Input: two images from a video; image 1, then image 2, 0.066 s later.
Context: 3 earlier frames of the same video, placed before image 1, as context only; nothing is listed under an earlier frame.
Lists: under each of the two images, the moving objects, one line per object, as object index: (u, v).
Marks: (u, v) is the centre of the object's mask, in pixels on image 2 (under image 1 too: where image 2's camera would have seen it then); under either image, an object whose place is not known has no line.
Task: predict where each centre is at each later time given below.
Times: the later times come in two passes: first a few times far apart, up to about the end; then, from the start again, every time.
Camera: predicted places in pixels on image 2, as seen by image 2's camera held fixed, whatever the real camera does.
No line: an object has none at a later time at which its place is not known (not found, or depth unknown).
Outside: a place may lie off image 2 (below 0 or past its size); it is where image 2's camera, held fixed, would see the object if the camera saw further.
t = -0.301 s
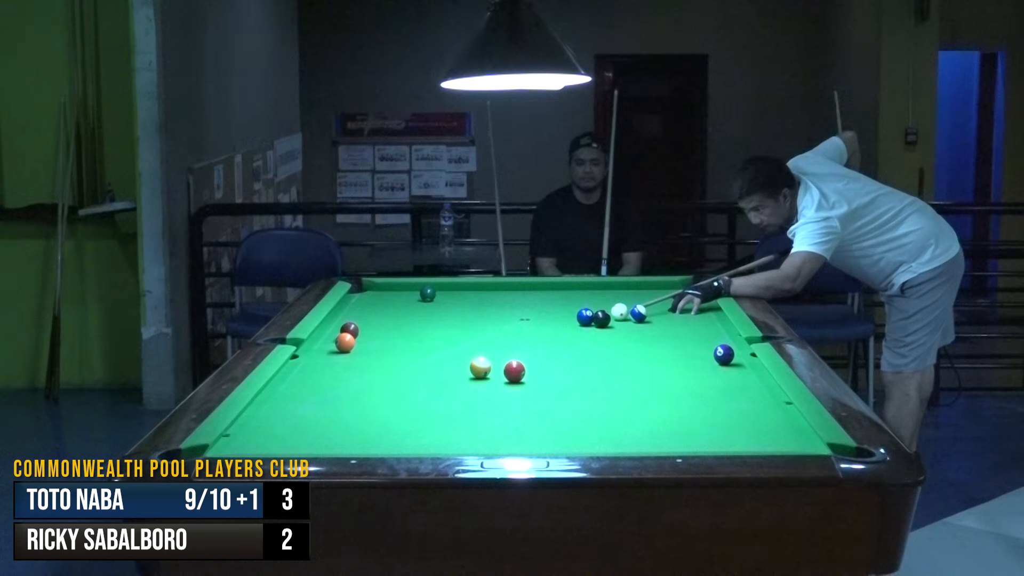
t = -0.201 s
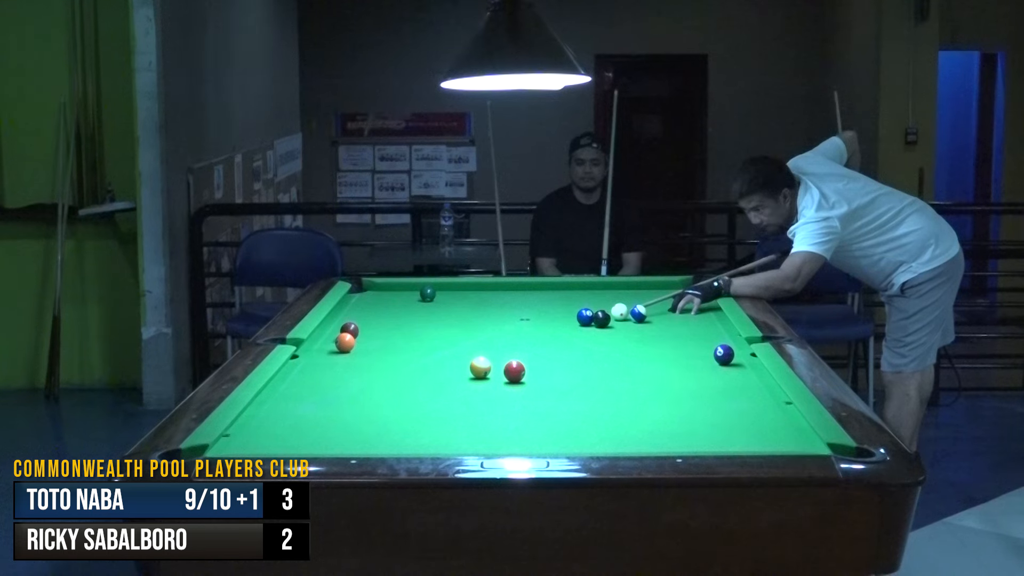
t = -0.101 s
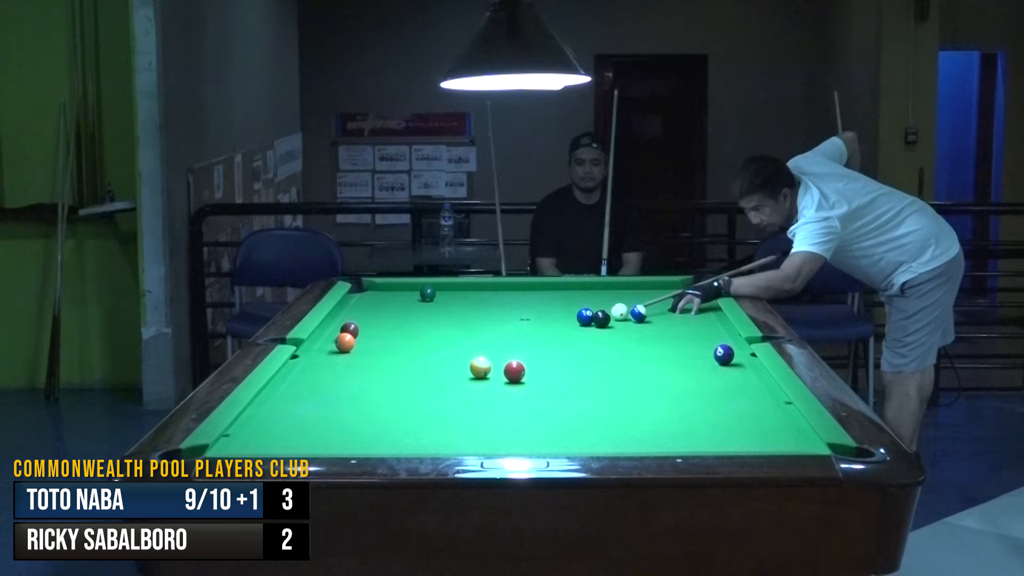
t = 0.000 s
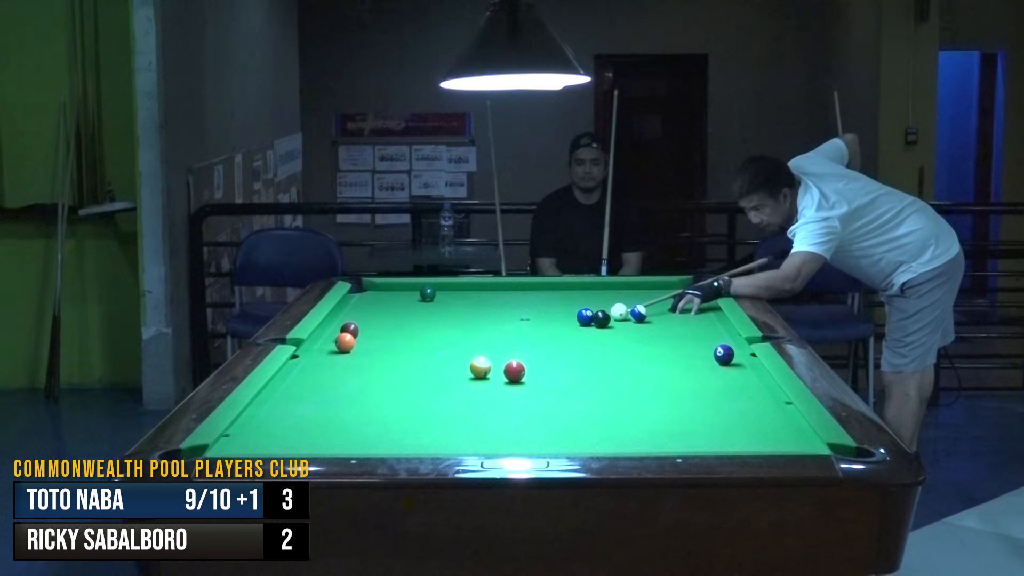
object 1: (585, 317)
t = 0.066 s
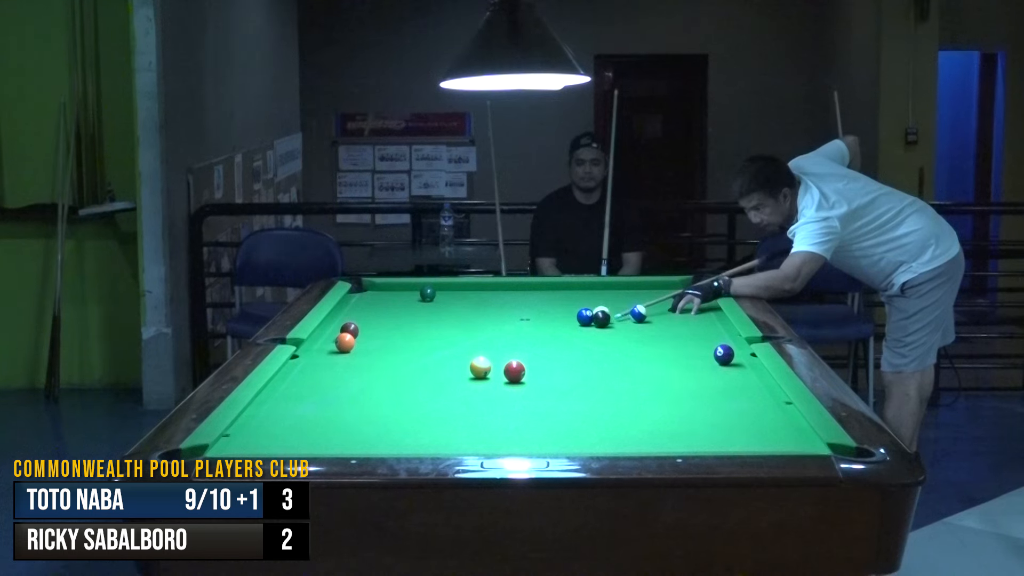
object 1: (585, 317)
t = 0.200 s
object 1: (558, 321)
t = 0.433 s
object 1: (512, 327)
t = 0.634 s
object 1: (471, 332)
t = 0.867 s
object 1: (423, 339)
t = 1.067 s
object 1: (381, 344)
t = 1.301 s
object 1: (331, 351)
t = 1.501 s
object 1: (308, 356)
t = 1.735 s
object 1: (328, 359)
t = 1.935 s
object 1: (344, 362)
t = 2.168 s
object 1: (363, 365)
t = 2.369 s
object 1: (377, 367)
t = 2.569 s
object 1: (392, 369)
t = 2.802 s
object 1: (408, 372)
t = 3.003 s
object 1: (421, 374)
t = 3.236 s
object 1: (436, 376)
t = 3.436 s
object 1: (447, 379)
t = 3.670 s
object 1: (459, 381)
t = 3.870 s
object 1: (469, 382)
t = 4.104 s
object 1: (479, 384)
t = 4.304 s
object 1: (486, 385)
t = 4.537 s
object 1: (493, 387)
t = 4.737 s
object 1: (499, 388)
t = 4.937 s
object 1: (503, 388)
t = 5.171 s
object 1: (507, 389)
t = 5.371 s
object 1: (510, 389)
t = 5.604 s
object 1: (512, 389)
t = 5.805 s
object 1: (512, 389)
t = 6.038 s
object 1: (512, 389)
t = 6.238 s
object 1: (512, 389)
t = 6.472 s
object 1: (512, 389)
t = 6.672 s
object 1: (512, 389)
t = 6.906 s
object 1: (512, 389)
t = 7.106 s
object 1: (512, 389)
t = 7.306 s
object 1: (512, 389)
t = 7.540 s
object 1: (512, 389)
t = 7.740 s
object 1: (512, 389)
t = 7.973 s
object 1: (512, 389)
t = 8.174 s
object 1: (512, 389)
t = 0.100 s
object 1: (579, 318)
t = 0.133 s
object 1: (571, 319)
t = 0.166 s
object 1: (564, 320)
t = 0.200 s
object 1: (558, 321)
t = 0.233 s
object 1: (551, 321)
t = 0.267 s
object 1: (545, 322)
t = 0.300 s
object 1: (538, 323)
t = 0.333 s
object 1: (532, 324)
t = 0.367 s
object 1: (525, 325)
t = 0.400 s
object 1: (518, 326)
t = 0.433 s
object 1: (512, 327)
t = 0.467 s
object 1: (505, 328)
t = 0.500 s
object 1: (498, 329)
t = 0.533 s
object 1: (492, 330)
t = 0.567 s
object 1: (485, 330)
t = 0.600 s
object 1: (478, 331)
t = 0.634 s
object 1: (471, 332)
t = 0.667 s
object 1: (464, 333)
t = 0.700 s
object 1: (458, 334)
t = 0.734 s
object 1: (451, 335)
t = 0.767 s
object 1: (444, 336)
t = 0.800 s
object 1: (437, 337)
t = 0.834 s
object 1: (430, 338)
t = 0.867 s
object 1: (423, 339)
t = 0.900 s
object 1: (416, 340)
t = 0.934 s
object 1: (409, 341)
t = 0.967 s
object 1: (402, 342)
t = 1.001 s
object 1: (395, 342)
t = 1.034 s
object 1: (388, 343)
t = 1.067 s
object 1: (381, 344)
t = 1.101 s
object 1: (374, 345)
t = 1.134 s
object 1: (367, 346)
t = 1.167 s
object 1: (360, 347)
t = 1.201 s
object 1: (353, 348)
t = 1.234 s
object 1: (345, 349)
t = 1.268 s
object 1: (338, 350)
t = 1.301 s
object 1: (331, 351)
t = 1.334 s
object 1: (323, 352)
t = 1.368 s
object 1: (316, 353)
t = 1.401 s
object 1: (309, 354)
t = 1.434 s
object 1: (302, 355)
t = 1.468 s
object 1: (305, 355)
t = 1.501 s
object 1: (308, 356)
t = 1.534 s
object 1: (311, 356)
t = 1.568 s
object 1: (313, 357)
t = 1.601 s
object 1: (316, 357)
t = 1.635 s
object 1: (319, 358)
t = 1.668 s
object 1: (322, 358)
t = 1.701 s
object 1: (325, 359)
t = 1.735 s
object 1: (328, 359)
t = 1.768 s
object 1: (330, 359)
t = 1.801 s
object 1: (333, 360)
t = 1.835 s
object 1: (336, 360)
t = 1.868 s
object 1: (339, 361)
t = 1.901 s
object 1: (341, 361)
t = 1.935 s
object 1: (344, 362)
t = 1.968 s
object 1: (347, 362)
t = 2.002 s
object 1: (350, 363)
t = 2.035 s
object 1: (352, 363)
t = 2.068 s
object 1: (355, 364)
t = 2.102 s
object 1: (357, 364)
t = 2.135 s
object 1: (360, 364)
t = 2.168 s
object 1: (363, 365)
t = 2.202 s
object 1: (365, 365)
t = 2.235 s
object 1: (368, 365)
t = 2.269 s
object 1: (370, 366)
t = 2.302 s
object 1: (373, 366)
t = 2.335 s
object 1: (375, 367)
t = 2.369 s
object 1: (377, 367)
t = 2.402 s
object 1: (380, 367)
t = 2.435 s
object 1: (383, 368)
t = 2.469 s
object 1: (385, 368)
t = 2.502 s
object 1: (387, 369)
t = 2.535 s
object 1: (390, 369)
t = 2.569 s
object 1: (392, 369)
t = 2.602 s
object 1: (394, 370)
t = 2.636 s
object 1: (397, 370)
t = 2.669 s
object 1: (399, 371)
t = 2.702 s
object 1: (401, 371)
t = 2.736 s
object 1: (404, 371)
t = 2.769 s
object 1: (406, 371)
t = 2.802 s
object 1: (408, 372)
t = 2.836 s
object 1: (410, 372)
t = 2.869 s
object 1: (413, 373)
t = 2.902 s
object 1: (415, 373)
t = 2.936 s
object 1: (417, 373)
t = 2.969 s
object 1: (419, 374)
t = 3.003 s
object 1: (421, 374)
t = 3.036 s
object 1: (423, 374)
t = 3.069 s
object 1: (425, 375)
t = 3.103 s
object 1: (427, 375)
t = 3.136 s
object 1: (429, 375)
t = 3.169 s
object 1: (431, 376)
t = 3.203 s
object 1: (433, 376)
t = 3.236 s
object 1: (436, 376)
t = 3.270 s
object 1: (437, 377)
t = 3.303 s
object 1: (439, 377)
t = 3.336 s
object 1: (441, 378)
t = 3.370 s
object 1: (443, 378)
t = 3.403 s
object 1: (445, 378)
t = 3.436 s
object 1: (447, 379)
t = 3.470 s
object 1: (449, 379)
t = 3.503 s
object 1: (451, 379)
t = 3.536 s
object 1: (452, 380)
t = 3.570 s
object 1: (454, 380)
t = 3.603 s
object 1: (456, 380)
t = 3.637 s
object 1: (458, 380)
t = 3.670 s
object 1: (459, 381)
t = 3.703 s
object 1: (461, 381)
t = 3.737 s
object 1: (462, 381)
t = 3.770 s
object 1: (464, 382)
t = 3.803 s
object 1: (466, 382)
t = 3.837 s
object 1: (467, 382)
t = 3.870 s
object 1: (469, 382)
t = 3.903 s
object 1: (470, 383)
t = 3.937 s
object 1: (472, 383)
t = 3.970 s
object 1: (473, 383)
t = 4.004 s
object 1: (474, 383)
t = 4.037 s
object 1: (476, 384)
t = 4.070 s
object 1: (477, 384)
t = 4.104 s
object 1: (479, 384)
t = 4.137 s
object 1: (480, 384)
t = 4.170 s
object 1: (481, 385)
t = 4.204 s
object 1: (482, 385)
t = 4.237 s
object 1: (484, 385)
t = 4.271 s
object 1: (485, 385)
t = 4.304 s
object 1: (486, 385)
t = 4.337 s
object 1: (487, 385)
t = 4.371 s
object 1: (488, 386)
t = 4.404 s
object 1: (489, 386)
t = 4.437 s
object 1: (490, 386)
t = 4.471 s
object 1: (491, 386)
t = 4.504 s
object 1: (492, 387)
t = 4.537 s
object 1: (493, 387)
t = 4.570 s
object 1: (494, 387)
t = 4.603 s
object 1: (495, 387)
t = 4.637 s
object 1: (496, 387)
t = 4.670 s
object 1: (497, 387)
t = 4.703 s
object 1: (498, 388)
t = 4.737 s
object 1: (499, 388)
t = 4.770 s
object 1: (499, 388)
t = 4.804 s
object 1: (500, 388)
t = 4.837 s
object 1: (501, 388)
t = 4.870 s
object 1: (502, 388)
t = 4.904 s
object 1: (503, 388)
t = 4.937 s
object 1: (503, 388)
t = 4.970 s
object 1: (504, 388)
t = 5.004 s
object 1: (505, 389)
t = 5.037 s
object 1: (505, 389)
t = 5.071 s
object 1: (506, 389)
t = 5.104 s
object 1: (506, 389)
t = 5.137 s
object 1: (507, 389)
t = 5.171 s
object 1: (507, 389)
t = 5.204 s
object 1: (508, 389)
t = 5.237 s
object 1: (508, 389)
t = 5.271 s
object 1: (509, 389)
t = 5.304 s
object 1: (509, 389)
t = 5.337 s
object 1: (510, 389)
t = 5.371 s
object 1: (510, 389)
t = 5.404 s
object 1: (510, 389)
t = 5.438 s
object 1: (511, 389)
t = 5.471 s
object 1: (511, 389)
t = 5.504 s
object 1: (511, 389)
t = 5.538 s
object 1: (511, 389)
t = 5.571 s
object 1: (512, 389)
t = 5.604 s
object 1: (512, 389)
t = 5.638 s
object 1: (512, 389)
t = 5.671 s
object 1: (512, 389)
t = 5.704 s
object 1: (512, 389)
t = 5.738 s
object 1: (512, 389)
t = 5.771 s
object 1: (512, 389)
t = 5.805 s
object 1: (512, 389)
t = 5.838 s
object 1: (512, 389)
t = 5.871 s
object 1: (512, 389)
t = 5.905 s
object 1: (512, 389)
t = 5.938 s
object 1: (512, 389)
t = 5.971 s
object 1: (512, 389)
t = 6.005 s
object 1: (512, 389)
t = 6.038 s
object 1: (512, 389)
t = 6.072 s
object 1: (512, 389)
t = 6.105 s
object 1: (512, 389)
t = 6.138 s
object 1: (512, 389)
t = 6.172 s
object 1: (512, 389)
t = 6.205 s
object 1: (512, 389)
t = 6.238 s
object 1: (512, 389)
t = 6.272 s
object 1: (512, 389)
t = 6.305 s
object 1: (512, 389)
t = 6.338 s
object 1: (512, 389)
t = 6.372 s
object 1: (512, 389)
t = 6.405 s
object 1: (512, 389)
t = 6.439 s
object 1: (512, 389)
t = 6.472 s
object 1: (512, 389)
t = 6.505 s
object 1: (512, 389)
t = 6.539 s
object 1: (512, 389)
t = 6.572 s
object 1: (512, 389)
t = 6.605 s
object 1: (512, 389)
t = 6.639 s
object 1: (512, 389)
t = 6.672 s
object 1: (512, 389)
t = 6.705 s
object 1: (512, 389)
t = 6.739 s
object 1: (512, 389)
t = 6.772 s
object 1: (512, 389)
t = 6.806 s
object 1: (512, 389)
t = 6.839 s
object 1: (512, 389)
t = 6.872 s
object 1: (512, 389)
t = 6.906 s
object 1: (512, 389)
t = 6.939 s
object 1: (512, 389)
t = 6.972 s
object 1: (512, 389)
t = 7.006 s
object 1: (512, 389)
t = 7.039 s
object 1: (512, 389)
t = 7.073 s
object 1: (512, 389)
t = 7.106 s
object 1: (512, 389)
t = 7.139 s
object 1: (512, 389)
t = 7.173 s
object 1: (512, 389)
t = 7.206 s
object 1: (512, 389)
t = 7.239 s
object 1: (512, 389)
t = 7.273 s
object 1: (512, 389)
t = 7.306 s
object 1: (512, 389)
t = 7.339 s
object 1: (512, 389)
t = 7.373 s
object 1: (512, 389)
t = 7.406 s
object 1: (512, 389)
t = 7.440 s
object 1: (512, 389)
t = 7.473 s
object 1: (512, 389)
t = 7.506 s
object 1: (512, 389)
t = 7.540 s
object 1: (512, 389)
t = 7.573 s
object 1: (512, 389)
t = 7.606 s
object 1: (512, 389)
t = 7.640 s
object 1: (512, 389)
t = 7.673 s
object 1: (512, 389)
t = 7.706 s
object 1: (512, 389)
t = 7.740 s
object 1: (512, 389)
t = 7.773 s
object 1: (512, 389)
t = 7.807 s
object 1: (512, 389)
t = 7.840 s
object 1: (512, 389)
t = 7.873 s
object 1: (512, 389)
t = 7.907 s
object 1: (512, 389)
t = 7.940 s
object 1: (512, 389)
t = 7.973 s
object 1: (512, 389)
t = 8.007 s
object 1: (512, 389)
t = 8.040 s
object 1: (512, 389)
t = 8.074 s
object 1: (512, 389)
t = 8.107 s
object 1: (512, 389)
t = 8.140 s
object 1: (512, 389)
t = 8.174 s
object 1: (512, 389)
